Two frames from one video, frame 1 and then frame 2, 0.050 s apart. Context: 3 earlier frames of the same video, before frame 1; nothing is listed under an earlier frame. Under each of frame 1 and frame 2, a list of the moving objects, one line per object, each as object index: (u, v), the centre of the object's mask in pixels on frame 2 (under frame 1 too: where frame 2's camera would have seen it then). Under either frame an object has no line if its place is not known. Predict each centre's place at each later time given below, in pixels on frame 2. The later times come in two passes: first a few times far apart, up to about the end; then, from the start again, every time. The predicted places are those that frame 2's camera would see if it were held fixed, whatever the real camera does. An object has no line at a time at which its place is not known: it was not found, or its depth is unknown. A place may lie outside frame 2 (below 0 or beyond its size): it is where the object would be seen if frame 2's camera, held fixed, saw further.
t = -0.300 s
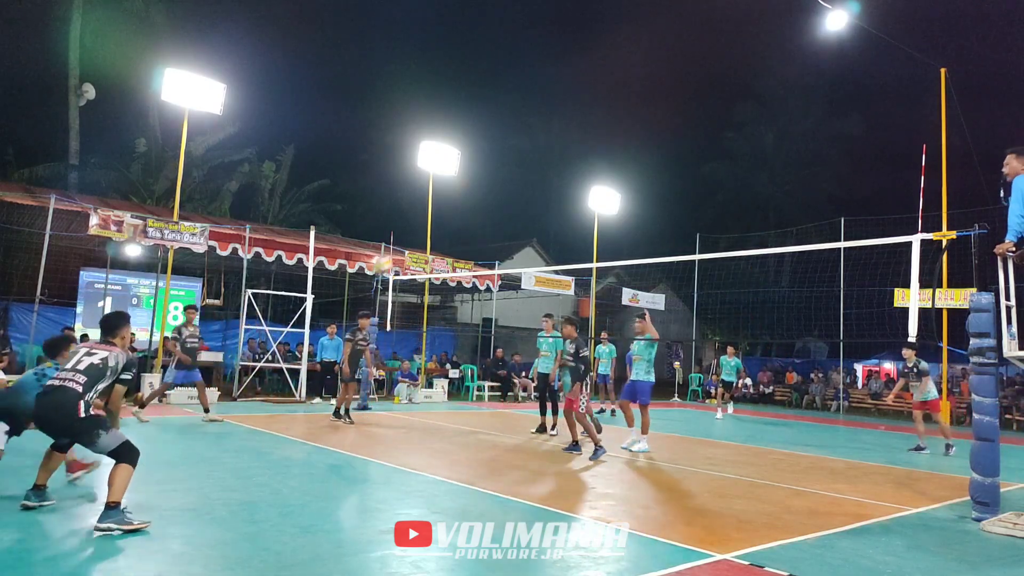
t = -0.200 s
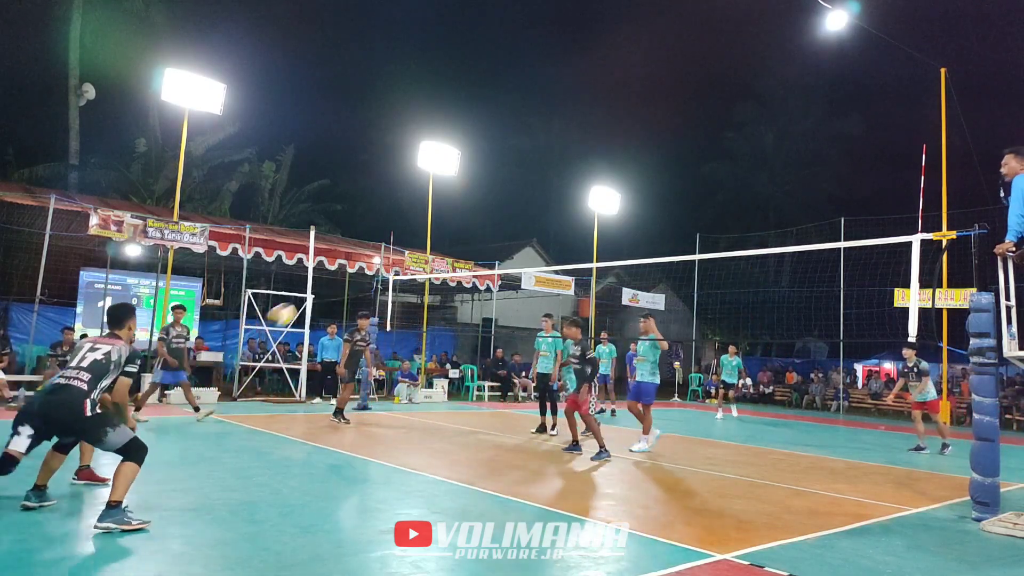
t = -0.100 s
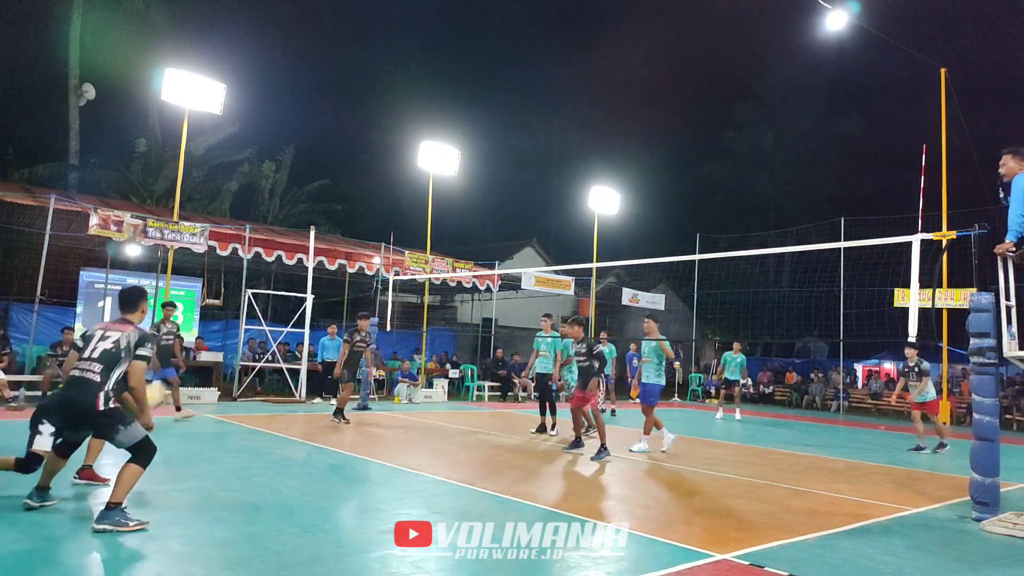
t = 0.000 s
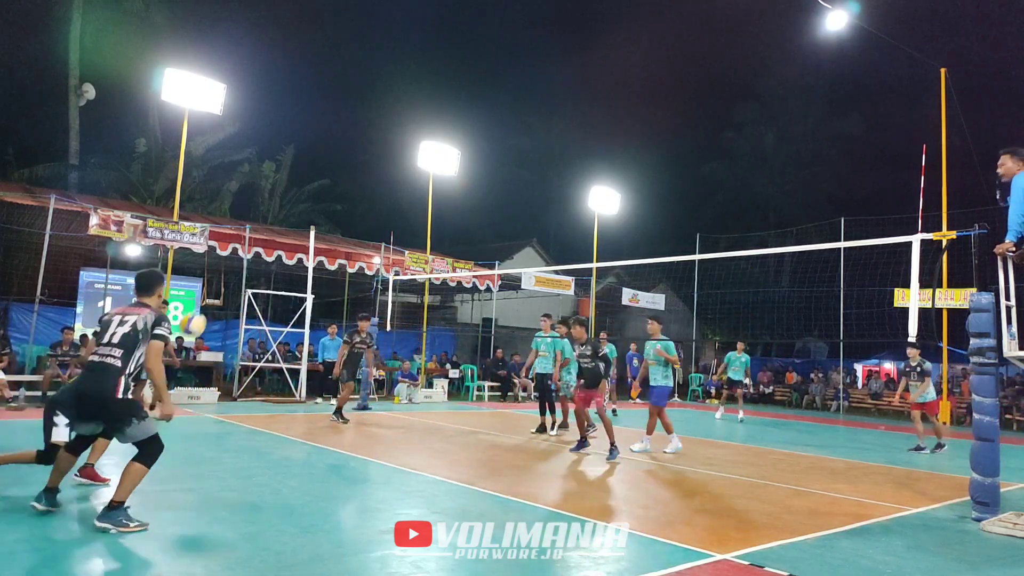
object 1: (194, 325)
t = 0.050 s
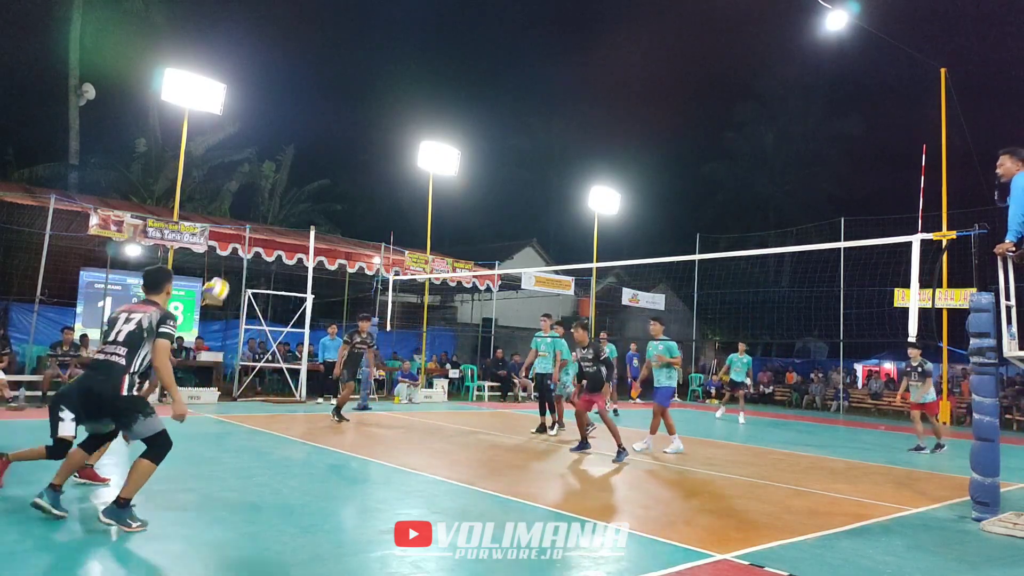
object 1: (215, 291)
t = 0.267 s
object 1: (300, 189)
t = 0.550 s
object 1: (382, 137)
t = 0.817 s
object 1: (443, 147)
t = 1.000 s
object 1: (475, 192)
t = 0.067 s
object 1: (223, 281)
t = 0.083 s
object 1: (230, 271)
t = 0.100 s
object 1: (237, 261)
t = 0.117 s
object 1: (244, 253)
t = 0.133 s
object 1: (251, 244)
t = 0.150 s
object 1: (258, 235)
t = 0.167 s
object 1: (264, 227)
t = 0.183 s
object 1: (271, 220)
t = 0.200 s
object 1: (276, 213)
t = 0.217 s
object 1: (282, 207)
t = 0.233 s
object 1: (289, 200)
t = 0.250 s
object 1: (294, 194)
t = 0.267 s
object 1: (300, 189)
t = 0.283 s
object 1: (306, 183)
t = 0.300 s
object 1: (312, 179)
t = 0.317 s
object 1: (317, 174)
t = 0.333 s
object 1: (322, 170)
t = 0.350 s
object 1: (327, 165)
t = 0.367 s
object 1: (332, 161)
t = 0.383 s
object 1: (337, 158)
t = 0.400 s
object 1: (342, 155)
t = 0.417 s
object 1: (347, 152)
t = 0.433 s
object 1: (351, 149)
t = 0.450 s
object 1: (356, 147)
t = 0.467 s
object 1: (361, 144)
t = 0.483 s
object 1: (365, 143)
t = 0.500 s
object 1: (369, 141)
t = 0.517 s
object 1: (374, 140)
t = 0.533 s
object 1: (378, 139)
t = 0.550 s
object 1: (382, 137)
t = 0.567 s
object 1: (387, 137)
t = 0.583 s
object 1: (390, 136)
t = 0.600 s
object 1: (395, 136)
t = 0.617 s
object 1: (399, 136)
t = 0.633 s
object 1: (402, 136)
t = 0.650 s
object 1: (406, 137)
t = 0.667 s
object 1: (410, 137)
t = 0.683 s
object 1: (413, 137)
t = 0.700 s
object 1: (417, 137)
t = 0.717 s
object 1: (420, 139)
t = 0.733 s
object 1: (423, 140)
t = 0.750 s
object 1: (426, 142)
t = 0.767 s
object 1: (429, 144)
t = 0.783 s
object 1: (433, 144)
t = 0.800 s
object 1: (437, 145)
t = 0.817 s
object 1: (443, 147)
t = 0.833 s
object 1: (446, 151)
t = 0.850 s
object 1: (449, 156)
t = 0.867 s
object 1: (455, 162)
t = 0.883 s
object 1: (457, 163)
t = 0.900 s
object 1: (461, 166)
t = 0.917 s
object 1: (463, 170)
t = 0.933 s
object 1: (466, 175)
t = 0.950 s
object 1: (467, 179)
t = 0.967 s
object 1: (469, 182)
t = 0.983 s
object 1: (472, 187)
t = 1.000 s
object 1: (475, 192)
